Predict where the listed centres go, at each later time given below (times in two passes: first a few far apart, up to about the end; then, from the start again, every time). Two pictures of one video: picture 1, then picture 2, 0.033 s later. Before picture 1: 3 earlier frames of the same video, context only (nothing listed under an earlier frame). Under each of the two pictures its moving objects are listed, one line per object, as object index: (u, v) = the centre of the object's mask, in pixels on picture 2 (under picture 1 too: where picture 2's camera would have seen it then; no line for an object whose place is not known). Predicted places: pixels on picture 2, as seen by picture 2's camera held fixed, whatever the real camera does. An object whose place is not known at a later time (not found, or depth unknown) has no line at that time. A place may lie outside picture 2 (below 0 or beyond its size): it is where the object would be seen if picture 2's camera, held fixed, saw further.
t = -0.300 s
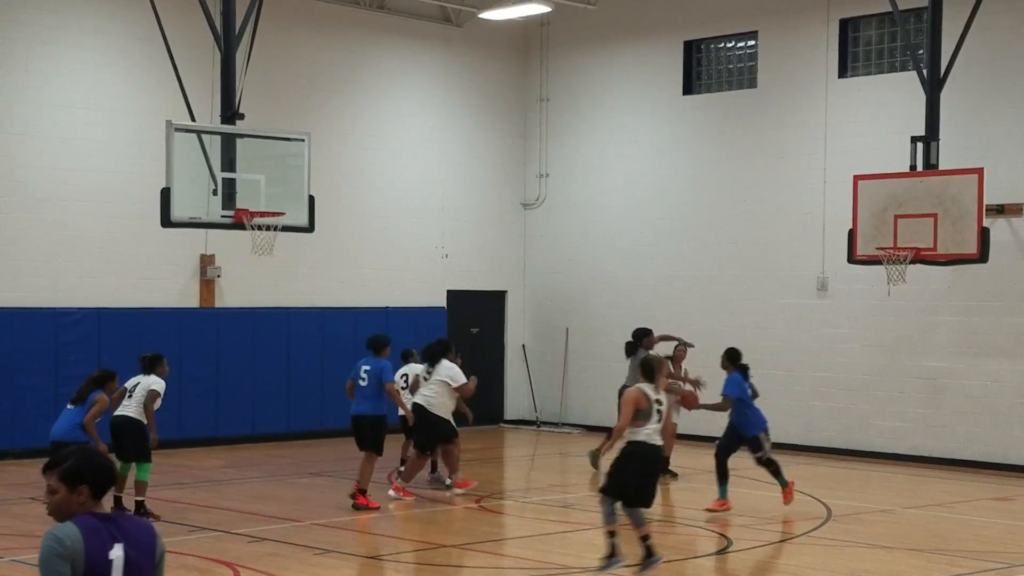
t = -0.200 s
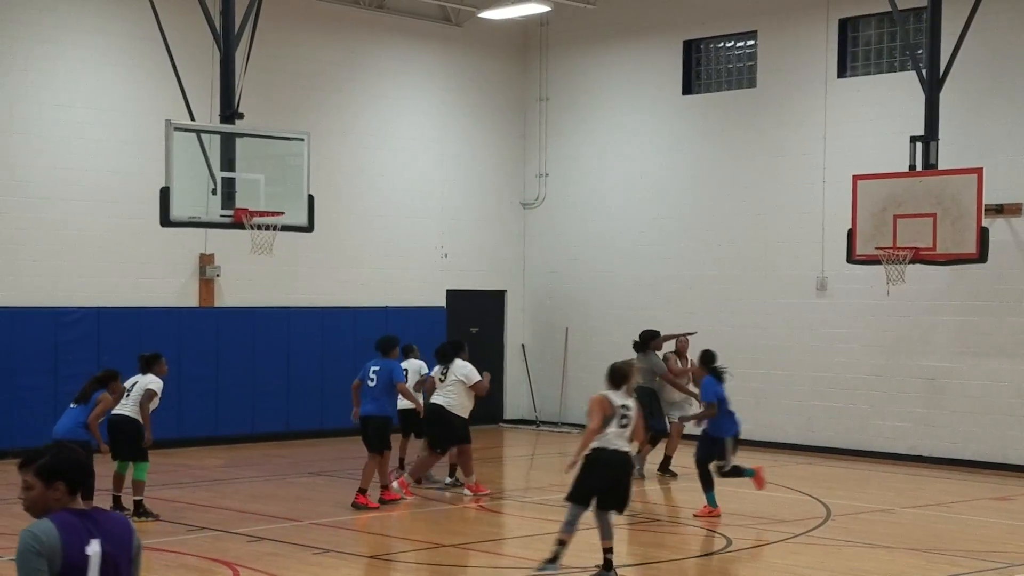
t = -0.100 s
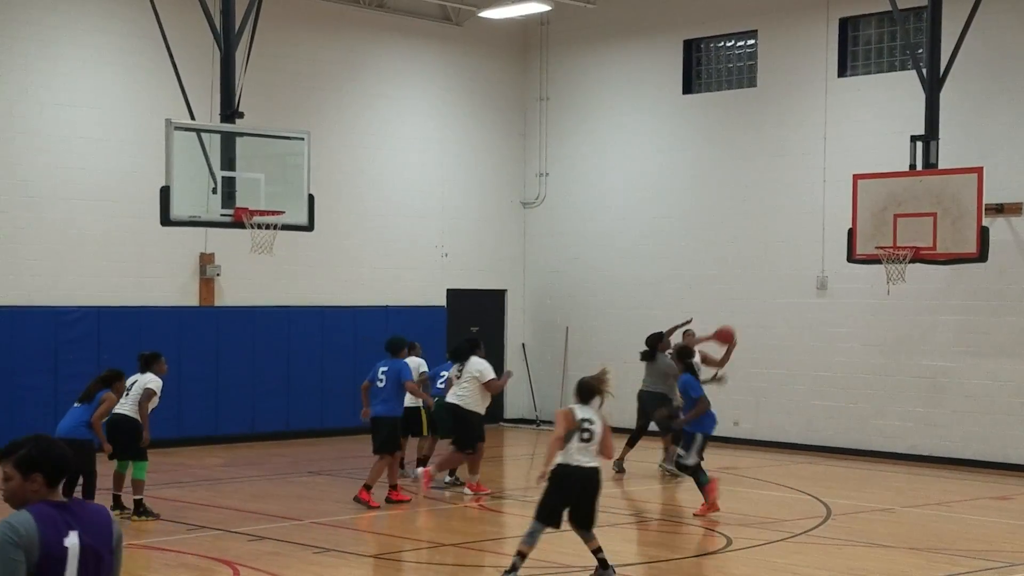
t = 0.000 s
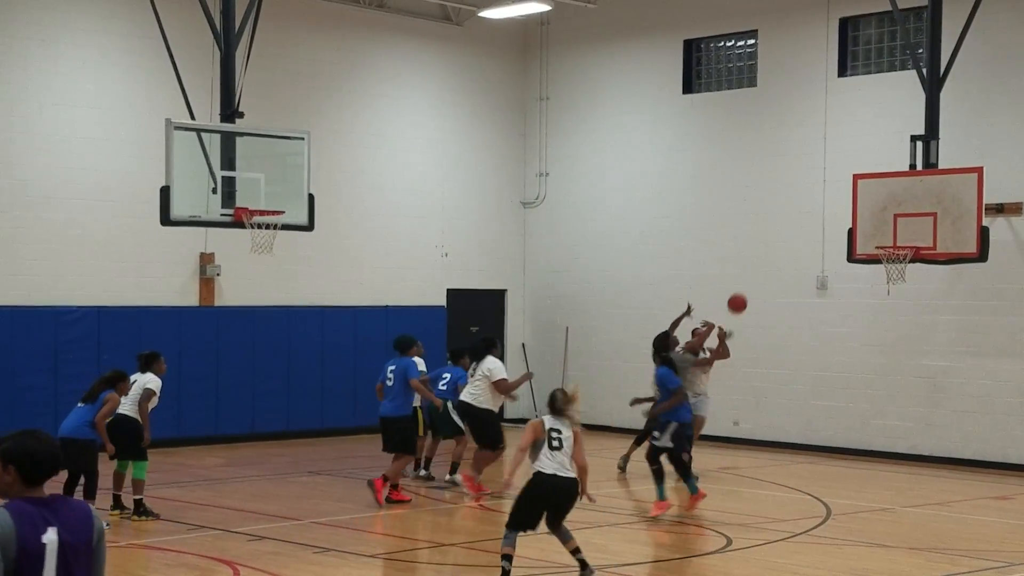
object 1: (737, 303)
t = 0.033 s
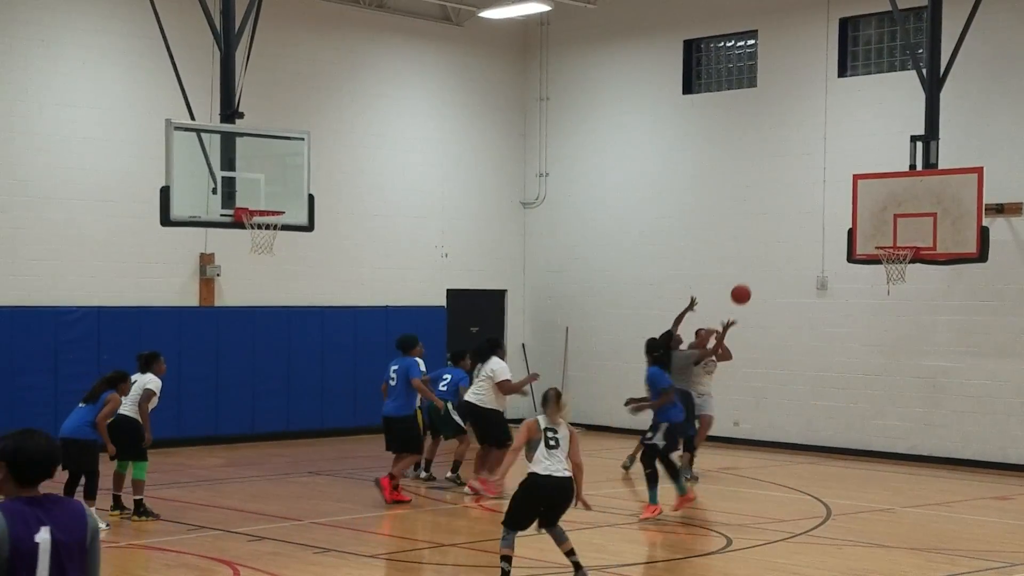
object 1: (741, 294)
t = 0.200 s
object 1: (759, 259)
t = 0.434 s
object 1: (789, 246)
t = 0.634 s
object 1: (817, 277)
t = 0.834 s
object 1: (852, 358)
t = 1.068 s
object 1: (904, 534)
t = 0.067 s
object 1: (744, 285)
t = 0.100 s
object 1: (748, 277)
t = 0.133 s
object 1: (751, 271)
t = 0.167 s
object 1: (755, 264)
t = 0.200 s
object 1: (759, 259)
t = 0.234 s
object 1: (763, 254)
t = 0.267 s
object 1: (767, 250)
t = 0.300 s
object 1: (771, 247)
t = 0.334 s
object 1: (776, 245)
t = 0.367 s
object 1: (780, 245)
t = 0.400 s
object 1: (784, 245)
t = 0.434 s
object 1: (789, 246)
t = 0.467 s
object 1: (793, 248)
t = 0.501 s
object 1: (798, 252)
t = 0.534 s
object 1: (802, 256)
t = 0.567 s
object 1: (807, 262)
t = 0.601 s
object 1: (812, 269)
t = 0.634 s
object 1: (817, 277)
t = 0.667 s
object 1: (823, 287)
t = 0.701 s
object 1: (828, 298)
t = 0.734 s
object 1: (834, 311)
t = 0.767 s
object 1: (840, 325)
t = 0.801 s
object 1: (846, 341)
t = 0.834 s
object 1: (852, 358)
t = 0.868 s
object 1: (859, 378)
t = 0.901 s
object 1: (865, 397)
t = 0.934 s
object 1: (872, 421)
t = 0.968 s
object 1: (879, 446)
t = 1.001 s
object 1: (886, 474)
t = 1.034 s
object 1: (896, 503)
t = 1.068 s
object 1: (904, 534)
